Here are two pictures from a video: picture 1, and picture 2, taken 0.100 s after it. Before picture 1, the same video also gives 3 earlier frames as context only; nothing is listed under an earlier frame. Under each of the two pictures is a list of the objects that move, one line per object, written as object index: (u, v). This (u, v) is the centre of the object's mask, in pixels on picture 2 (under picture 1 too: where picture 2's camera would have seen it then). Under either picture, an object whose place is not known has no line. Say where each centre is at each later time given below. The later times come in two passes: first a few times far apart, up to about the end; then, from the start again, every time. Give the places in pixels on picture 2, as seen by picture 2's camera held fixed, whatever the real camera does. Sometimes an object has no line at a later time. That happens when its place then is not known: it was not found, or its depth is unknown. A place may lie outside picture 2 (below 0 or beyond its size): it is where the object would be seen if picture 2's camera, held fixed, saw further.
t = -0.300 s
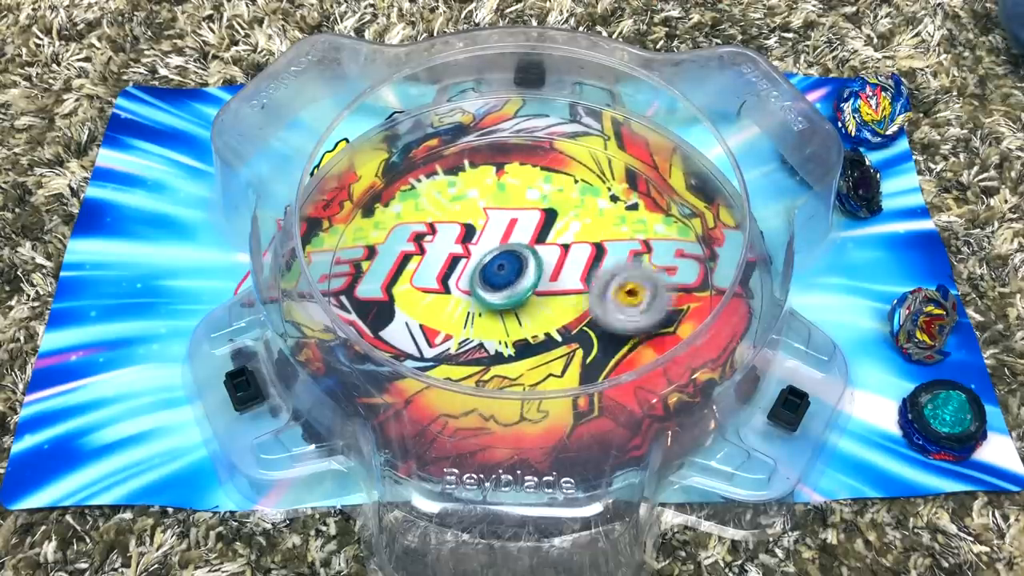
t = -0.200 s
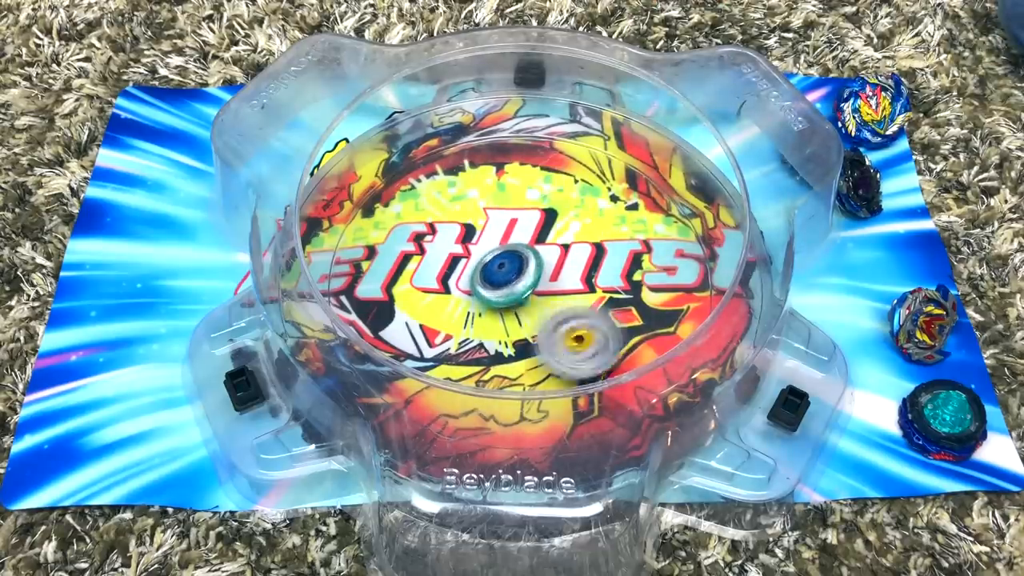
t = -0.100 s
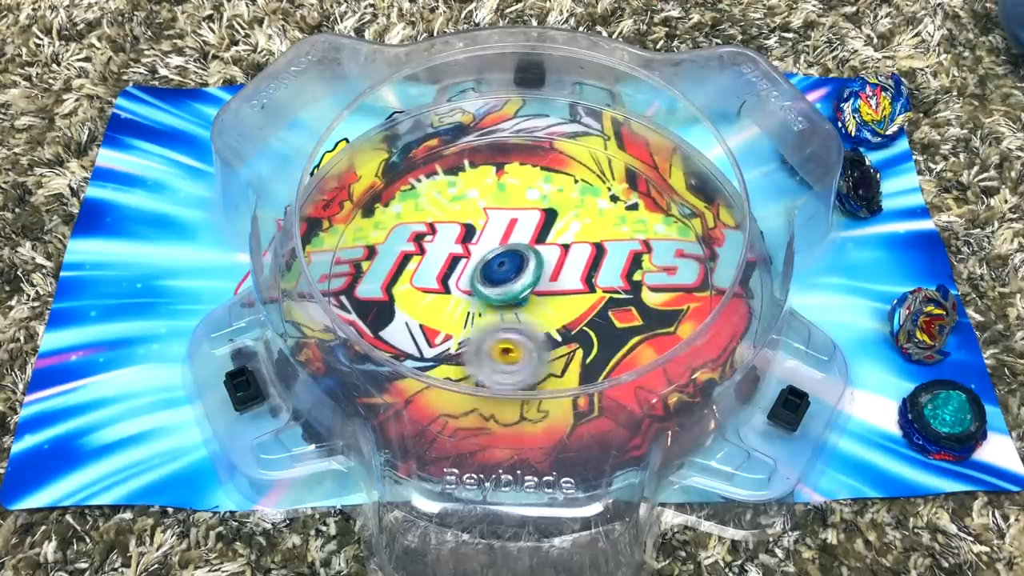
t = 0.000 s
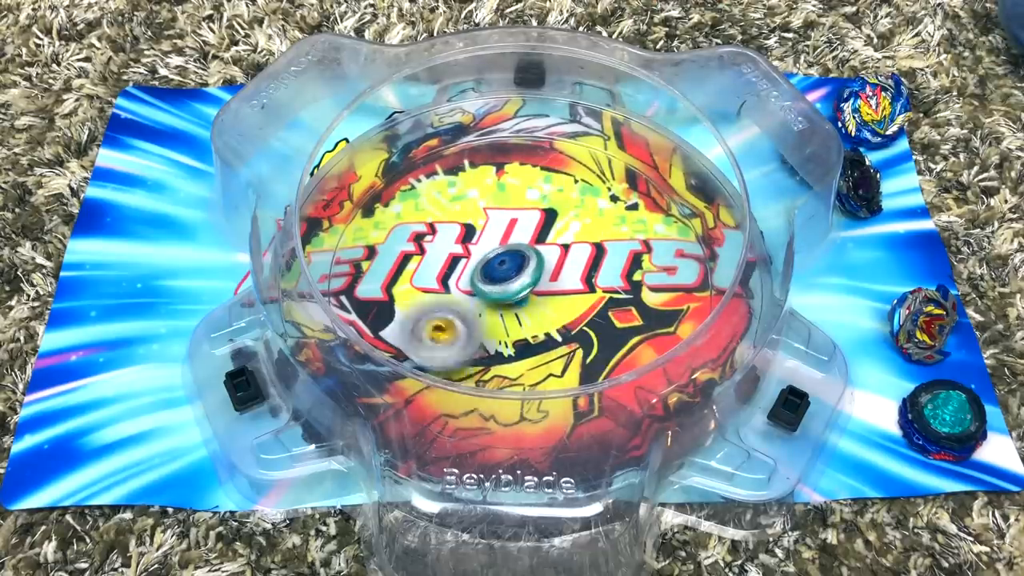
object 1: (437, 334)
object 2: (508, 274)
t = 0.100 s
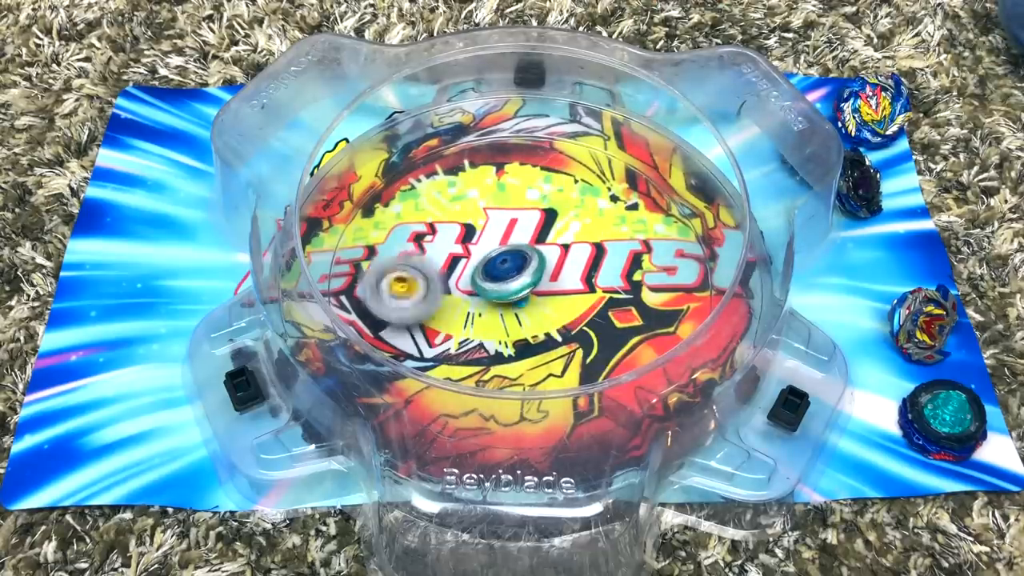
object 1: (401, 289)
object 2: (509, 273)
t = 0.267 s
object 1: (428, 206)
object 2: (511, 271)
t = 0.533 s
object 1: (583, 218)
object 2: (514, 273)
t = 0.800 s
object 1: (592, 349)
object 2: (516, 273)
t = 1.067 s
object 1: (436, 341)
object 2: (519, 272)
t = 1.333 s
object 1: (467, 214)
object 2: (526, 276)
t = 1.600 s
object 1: (600, 211)
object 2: (526, 277)
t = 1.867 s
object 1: (591, 327)
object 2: (525, 278)
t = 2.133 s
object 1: (440, 317)
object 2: (523, 278)
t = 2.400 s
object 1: (460, 206)
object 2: (521, 279)
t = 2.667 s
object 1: (591, 237)
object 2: (518, 277)
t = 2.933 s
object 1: (568, 346)
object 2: (516, 277)
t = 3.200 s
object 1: (438, 321)
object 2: (516, 275)
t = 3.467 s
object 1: (476, 213)
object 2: (518, 274)
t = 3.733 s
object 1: (591, 231)
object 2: (519, 271)
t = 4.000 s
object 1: (565, 332)
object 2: (519, 269)
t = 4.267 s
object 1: (441, 312)
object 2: (521, 268)
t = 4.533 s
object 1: (459, 212)
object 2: (527, 272)
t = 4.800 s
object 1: (571, 221)
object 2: (524, 276)
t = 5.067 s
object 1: (593, 315)
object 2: (521, 280)
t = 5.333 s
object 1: (482, 361)
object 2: (521, 265)
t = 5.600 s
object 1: (418, 296)
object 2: (512, 261)
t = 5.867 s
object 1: (450, 239)
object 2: (552, 247)
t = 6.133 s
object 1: (434, 267)
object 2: (573, 242)
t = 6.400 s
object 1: (444, 284)
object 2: (570, 237)
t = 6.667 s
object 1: (516, 331)
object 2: (578, 234)
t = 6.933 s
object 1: (545, 347)
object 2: (592, 250)
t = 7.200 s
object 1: (525, 340)
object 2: (596, 234)
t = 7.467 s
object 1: (451, 329)
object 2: (565, 221)
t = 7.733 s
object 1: (491, 262)
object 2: (566, 225)
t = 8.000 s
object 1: (498, 292)
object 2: (589, 243)
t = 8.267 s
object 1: (451, 320)
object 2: (557, 228)
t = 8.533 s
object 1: (489, 300)
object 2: (562, 236)
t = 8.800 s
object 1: (555, 309)
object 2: (553, 226)
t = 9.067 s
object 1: (580, 331)
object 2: (527, 258)
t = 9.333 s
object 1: (545, 301)
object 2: (535, 244)
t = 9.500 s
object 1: (524, 303)
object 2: (523, 236)
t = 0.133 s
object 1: (398, 272)
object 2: (510, 273)
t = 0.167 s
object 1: (398, 253)
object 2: (511, 273)
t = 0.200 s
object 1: (404, 236)
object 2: (511, 273)
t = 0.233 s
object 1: (413, 221)
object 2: (511, 273)
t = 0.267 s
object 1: (428, 206)
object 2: (511, 271)
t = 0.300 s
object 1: (444, 195)
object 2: (512, 273)
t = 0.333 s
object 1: (462, 188)
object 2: (512, 273)
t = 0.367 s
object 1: (484, 184)
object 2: (512, 271)
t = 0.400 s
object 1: (507, 185)
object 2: (513, 272)
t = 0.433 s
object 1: (528, 189)
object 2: (513, 271)
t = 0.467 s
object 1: (549, 197)
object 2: (514, 273)
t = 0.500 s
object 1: (568, 207)
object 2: (514, 273)
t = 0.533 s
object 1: (583, 218)
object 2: (514, 273)
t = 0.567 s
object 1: (598, 233)
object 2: (515, 273)
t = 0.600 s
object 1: (608, 249)
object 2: (515, 273)
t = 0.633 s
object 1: (616, 266)
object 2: (515, 273)
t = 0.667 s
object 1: (621, 284)
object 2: (516, 273)
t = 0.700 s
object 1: (619, 301)
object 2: (516, 273)
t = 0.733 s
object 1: (614, 317)
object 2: (516, 273)
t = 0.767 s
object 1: (606, 334)
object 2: (516, 273)
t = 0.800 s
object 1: (592, 349)
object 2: (516, 273)
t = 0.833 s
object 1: (578, 358)
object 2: (517, 273)
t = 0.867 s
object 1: (558, 368)
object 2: (517, 273)
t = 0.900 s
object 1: (535, 374)
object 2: (517, 272)
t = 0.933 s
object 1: (513, 376)
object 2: (518, 271)
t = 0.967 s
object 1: (491, 373)
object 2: (518, 271)
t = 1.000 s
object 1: (471, 366)
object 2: (519, 271)
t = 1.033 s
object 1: (452, 355)
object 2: (519, 272)
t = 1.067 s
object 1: (436, 341)
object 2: (519, 272)
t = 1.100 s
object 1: (425, 326)
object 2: (520, 272)
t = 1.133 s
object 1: (420, 310)
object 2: (520, 272)
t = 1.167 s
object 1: (421, 291)
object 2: (520, 273)
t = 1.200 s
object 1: (425, 274)
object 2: (520, 273)
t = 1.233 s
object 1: (433, 257)
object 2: (520, 274)
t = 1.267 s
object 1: (444, 241)
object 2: (521, 274)
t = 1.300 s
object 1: (454, 228)
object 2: (524, 274)
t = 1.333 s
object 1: (467, 214)
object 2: (526, 276)
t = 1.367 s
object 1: (482, 204)
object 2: (526, 277)
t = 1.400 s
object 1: (498, 197)
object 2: (525, 276)
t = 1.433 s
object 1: (515, 193)
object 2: (526, 276)
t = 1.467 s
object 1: (533, 192)
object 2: (526, 276)
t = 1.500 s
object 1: (551, 191)
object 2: (526, 276)
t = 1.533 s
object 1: (569, 195)
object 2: (526, 277)
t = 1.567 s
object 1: (586, 202)
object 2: (526, 277)
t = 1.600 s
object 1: (600, 211)
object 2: (526, 277)
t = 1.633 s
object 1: (612, 222)
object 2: (526, 277)
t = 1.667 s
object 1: (621, 235)
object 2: (526, 277)
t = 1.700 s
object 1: (627, 251)
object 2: (526, 277)
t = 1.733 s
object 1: (628, 268)
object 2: (525, 277)
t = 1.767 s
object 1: (625, 285)
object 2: (526, 278)
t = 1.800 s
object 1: (619, 300)
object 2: (526, 278)
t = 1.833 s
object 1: (607, 314)
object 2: (525, 278)
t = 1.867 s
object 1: (591, 327)
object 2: (525, 278)
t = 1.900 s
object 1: (573, 336)
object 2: (524, 277)
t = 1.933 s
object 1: (554, 342)
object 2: (523, 277)
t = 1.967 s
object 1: (532, 345)
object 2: (524, 276)
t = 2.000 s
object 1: (512, 346)
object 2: (524, 277)
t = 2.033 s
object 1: (491, 342)
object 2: (524, 278)
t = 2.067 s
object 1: (473, 335)
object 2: (524, 278)
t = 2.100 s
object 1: (456, 327)
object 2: (523, 278)
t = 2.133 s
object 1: (440, 317)
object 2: (523, 278)
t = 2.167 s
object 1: (430, 302)
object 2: (523, 279)
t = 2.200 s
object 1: (424, 286)
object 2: (523, 279)
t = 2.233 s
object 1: (422, 272)
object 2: (522, 279)
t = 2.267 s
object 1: (422, 254)
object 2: (522, 279)
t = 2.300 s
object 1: (426, 239)
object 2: (522, 279)
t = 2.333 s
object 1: (435, 227)
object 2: (521, 279)
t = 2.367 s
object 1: (446, 214)
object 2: (521, 279)
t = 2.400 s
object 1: (460, 206)
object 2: (521, 279)
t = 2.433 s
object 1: (477, 200)
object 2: (520, 278)
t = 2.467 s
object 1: (494, 197)
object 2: (520, 278)
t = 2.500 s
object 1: (513, 198)
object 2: (520, 278)
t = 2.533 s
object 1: (532, 199)
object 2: (520, 278)
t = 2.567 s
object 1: (549, 205)
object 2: (519, 278)
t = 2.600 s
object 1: (565, 213)
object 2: (519, 278)
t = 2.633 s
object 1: (579, 224)
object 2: (518, 277)
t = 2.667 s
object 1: (591, 237)
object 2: (518, 277)
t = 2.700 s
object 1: (600, 251)
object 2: (518, 277)
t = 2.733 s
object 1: (604, 267)
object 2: (517, 277)
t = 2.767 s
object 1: (607, 282)
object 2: (517, 277)
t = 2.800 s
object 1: (607, 297)
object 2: (517, 277)
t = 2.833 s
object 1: (603, 311)
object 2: (517, 277)
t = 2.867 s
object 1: (593, 326)
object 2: (516, 277)
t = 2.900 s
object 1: (581, 336)
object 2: (516, 277)
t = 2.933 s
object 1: (568, 346)
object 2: (516, 277)
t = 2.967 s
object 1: (552, 353)
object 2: (517, 277)
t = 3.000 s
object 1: (533, 358)
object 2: (516, 276)
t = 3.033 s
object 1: (514, 358)
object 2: (516, 276)
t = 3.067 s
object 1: (495, 355)
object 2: (516, 276)
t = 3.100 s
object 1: (477, 352)
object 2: (516, 276)
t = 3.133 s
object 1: (463, 341)
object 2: (516, 275)
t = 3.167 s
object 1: (451, 330)
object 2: (516, 275)
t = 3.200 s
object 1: (438, 321)
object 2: (516, 275)
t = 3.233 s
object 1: (434, 305)
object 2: (516, 275)
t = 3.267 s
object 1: (434, 291)
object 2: (516, 275)
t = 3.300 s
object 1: (436, 275)
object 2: (516, 275)
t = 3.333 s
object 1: (442, 262)
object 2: (516, 274)
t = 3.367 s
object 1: (448, 248)
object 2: (517, 274)
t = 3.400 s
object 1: (455, 235)
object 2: (518, 275)
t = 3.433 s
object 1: (465, 224)
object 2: (518, 274)
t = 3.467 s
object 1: (476, 213)
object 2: (518, 274)
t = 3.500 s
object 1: (490, 206)
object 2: (518, 273)
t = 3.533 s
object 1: (505, 203)
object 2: (518, 273)
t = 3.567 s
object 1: (521, 200)
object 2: (518, 273)
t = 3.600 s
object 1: (537, 201)
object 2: (518, 272)
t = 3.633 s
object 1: (553, 205)
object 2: (518, 272)
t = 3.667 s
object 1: (567, 212)
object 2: (518, 272)
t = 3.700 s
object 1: (580, 220)
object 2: (519, 271)
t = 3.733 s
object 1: (591, 231)
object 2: (519, 271)
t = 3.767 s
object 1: (598, 242)
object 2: (518, 271)
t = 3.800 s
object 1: (603, 257)
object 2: (518, 270)
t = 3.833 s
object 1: (604, 271)
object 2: (519, 270)
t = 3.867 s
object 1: (603, 286)
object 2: (519, 270)
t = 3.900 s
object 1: (598, 299)
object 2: (518, 270)
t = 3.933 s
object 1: (589, 313)
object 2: (518, 270)
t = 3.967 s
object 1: (577, 324)
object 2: (519, 270)
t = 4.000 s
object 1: (565, 332)
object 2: (519, 269)
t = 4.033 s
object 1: (549, 339)
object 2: (519, 269)
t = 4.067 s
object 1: (531, 342)
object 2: (519, 269)
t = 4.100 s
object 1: (515, 342)
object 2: (520, 268)
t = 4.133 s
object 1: (497, 341)
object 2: (520, 268)
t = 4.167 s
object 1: (481, 338)
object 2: (520, 268)
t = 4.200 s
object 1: (465, 332)
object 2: (520, 269)
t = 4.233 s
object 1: (450, 323)
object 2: (520, 268)
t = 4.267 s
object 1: (441, 312)
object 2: (521, 268)
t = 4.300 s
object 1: (434, 298)
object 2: (521, 268)
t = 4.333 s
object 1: (431, 285)
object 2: (521, 268)
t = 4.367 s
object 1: (435, 272)
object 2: (522, 269)
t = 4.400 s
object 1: (439, 259)
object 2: (522, 268)
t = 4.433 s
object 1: (443, 247)
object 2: (524, 268)
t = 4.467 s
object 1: (446, 234)
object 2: (528, 270)
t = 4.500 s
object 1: (450, 221)
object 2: (529, 270)
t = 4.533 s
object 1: (459, 212)
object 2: (527, 272)
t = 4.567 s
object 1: (470, 205)
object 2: (526, 270)
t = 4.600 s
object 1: (484, 200)
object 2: (526, 271)
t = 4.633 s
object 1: (498, 197)
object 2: (526, 270)
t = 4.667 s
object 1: (514, 198)
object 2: (526, 271)
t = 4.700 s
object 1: (529, 201)
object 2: (526, 270)
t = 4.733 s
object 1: (543, 207)
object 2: (527, 270)
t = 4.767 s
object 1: (556, 215)
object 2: (527, 271)
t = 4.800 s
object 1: (571, 221)
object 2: (524, 276)
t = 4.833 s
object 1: (582, 229)
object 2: (521, 279)
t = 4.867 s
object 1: (593, 239)
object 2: (519, 278)
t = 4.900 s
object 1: (601, 251)
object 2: (519, 279)
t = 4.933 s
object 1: (606, 264)
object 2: (520, 279)
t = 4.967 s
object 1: (608, 278)
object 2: (522, 280)
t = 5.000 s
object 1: (604, 291)
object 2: (522, 280)
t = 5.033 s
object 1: (599, 303)
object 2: (522, 280)
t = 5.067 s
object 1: (593, 315)
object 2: (521, 280)
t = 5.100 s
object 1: (585, 325)
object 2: (520, 280)
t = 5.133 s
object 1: (574, 334)
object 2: (520, 280)
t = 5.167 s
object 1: (562, 342)
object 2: (520, 280)
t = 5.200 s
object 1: (547, 347)
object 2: (521, 280)
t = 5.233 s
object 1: (531, 349)
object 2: (521, 280)
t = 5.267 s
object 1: (516, 349)
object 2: (521, 280)
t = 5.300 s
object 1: (497, 359)
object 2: (523, 273)
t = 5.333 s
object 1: (482, 361)
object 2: (521, 265)
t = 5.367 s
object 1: (466, 361)
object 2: (518, 260)
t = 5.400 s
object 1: (451, 358)
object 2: (517, 257)
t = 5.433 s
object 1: (435, 351)
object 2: (517, 256)
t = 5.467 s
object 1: (425, 342)
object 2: (517, 256)
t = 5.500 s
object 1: (416, 332)
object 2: (517, 257)
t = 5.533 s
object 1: (414, 322)
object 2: (516, 259)
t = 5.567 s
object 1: (412, 311)
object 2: (514, 260)
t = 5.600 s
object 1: (418, 296)
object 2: (512, 261)
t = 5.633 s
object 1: (427, 285)
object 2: (511, 262)
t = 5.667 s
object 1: (432, 275)
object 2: (515, 260)
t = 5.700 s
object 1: (437, 268)
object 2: (521, 257)
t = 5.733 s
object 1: (443, 262)
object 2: (525, 256)
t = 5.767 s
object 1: (440, 255)
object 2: (536, 254)
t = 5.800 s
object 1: (440, 248)
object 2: (544, 250)
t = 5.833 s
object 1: (442, 243)
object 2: (550, 248)
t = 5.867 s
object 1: (450, 239)
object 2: (552, 247)
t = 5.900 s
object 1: (458, 238)
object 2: (551, 248)
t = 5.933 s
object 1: (468, 238)
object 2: (549, 249)
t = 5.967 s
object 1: (470, 245)
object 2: (552, 244)
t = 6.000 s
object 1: (464, 251)
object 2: (563, 238)
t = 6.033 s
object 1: (459, 256)
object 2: (571, 237)
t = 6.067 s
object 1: (451, 259)
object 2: (574, 241)
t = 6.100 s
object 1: (441, 264)
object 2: (574, 242)
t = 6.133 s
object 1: (434, 267)
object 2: (573, 242)
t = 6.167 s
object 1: (429, 270)
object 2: (571, 241)
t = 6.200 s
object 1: (426, 272)
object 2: (570, 240)
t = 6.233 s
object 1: (425, 273)
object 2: (570, 239)
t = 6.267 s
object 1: (425, 275)
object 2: (570, 238)
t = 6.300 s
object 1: (427, 276)
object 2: (569, 237)
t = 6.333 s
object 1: (430, 279)
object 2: (569, 236)
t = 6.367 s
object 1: (436, 281)
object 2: (570, 237)
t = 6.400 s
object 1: (444, 284)
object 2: (570, 237)
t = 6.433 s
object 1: (453, 289)
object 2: (571, 236)
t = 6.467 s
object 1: (462, 294)
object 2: (571, 236)
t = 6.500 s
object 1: (474, 300)
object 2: (572, 236)
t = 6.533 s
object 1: (482, 306)
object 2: (572, 237)
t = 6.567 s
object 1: (493, 314)
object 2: (574, 237)
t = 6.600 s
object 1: (501, 320)
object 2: (574, 237)
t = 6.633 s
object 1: (509, 325)
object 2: (576, 237)
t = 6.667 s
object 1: (516, 331)
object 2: (578, 234)
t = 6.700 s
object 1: (523, 335)
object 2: (579, 239)
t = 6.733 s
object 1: (529, 341)
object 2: (582, 236)
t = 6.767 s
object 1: (533, 345)
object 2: (585, 237)
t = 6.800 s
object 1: (539, 348)
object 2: (587, 239)
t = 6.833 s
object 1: (542, 349)
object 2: (589, 241)
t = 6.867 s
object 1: (544, 350)
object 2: (591, 243)
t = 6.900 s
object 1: (544, 349)
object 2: (593, 246)
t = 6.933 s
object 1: (545, 347)
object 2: (592, 250)
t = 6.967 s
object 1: (544, 343)
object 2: (594, 253)
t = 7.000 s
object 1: (545, 337)
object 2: (594, 255)
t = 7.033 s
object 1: (548, 331)
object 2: (594, 257)
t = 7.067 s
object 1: (551, 323)
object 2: (592, 260)
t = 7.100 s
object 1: (548, 326)
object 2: (596, 255)
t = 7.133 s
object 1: (539, 334)
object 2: (599, 244)
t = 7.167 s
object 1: (533, 338)
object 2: (600, 239)
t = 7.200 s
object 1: (525, 340)
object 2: (596, 234)
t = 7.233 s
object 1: (517, 343)
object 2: (595, 234)
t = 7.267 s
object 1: (507, 347)
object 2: (592, 237)
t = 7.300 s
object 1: (496, 349)
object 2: (587, 239)
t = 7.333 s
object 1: (485, 350)
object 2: (579, 238)
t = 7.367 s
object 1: (473, 348)
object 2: (572, 235)
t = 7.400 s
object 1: (464, 342)
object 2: (567, 229)
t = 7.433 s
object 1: (456, 337)
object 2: (565, 225)
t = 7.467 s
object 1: (451, 329)
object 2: (565, 221)
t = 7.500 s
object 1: (447, 322)
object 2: (566, 219)
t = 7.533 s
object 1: (449, 312)
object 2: (566, 217)
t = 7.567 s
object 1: (453, 301)
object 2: (566, 216)
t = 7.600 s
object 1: (459, 292)
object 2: (567, 218)
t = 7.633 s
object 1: (467, 284)
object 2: (567, 219)
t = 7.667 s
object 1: (475, 275)
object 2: (566, 221)
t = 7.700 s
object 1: (483, 270)
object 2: (567, 226)
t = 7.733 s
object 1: (491, 262)
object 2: (566, 225)
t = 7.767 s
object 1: (497, 262)
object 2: (571, 223)
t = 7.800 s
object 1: (501, 264)
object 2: (578, 219)
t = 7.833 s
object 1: (505, 265)
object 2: (581, 222)
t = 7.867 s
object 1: (509, 267)
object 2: (583, 228)
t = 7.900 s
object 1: (516, 269)
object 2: (583, 236)
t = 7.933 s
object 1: (514, 278)
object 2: (585, 241)
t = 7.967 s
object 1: (504, 284)
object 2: (590, 243)
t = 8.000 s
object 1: (498, 292)
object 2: (589, 243)
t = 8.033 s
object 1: (492, 298)
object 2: (585, 244)
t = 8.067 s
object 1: (485, 304)
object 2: (578, 246)
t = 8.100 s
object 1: (479, 309)
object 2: (569, 248)
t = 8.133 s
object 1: (472, 313)
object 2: (561, 247)
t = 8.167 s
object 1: (466, 316)
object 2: (556, 244)
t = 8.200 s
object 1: (460, 319)
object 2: (554, 238)
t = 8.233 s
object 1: (455, 321)
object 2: (553, 233)
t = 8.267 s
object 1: (451, 320)
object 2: (557, 228)
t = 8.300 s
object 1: (450, 319)
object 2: (559, 226)
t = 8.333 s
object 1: (450, 318)
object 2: (560, 225)
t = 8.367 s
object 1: (453, 315)
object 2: (561, 228)
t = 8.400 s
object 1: (457, 312)
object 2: (563, 231)
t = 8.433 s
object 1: (464, 308)
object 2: (563, 232)
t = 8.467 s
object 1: (472, 305)
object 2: (563, 232)
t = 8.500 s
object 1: (480, 302)
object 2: (564, 232)
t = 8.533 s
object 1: (489, 300)
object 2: (562, 236)
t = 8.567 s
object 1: (498, 298)
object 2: (563, 235)
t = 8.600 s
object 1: (509, 296)
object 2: (562, 237)
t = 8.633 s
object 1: (517, 294)
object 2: (563, 238)
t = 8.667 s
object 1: (527, 291)
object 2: (564, 236)
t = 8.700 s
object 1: (536, 294)
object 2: (565, 237)
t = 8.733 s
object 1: (547, 300)
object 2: (562, 230)
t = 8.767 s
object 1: (551, 304)
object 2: (555, 230)
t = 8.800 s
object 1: (555, 309)
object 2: (553, 226)
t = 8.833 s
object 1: (562, 312)
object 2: (551, 227)
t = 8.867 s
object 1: (568, 316)
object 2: (549, 227)
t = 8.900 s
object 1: (572, 321)
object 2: (547, 234)
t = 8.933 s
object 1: (578, 324)
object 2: (548, 236)
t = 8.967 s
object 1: (581, 328)
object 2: (546, 243)
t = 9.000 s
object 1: (583, 329)
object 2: (542, 247)
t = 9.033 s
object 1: (582, 331)
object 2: (536, 253)
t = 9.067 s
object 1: (580, 331)
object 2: (527, 258)
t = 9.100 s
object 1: (578, 330)
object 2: (520, 259)
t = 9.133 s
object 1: (574, 329)
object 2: (514, 256)
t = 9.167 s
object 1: (568, 326)
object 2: (514, 253)
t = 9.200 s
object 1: (564, 322)
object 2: (519, 251)
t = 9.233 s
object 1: (560, 316)
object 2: (521, 248)
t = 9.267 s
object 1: (552, 309)
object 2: (525, 245)
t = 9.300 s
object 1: (547, 304)
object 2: (530, 244)
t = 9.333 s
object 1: (545, 301)
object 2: (535, 244)
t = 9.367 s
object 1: (544, 298)
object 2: (536, 240)
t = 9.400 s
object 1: (539, 299)
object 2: (534, 236)
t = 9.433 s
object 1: (535, 299)
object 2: (532, 237)
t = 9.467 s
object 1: (531, 301)
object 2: (528, 235)
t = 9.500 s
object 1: (524, 303)
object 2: (523, 236)
